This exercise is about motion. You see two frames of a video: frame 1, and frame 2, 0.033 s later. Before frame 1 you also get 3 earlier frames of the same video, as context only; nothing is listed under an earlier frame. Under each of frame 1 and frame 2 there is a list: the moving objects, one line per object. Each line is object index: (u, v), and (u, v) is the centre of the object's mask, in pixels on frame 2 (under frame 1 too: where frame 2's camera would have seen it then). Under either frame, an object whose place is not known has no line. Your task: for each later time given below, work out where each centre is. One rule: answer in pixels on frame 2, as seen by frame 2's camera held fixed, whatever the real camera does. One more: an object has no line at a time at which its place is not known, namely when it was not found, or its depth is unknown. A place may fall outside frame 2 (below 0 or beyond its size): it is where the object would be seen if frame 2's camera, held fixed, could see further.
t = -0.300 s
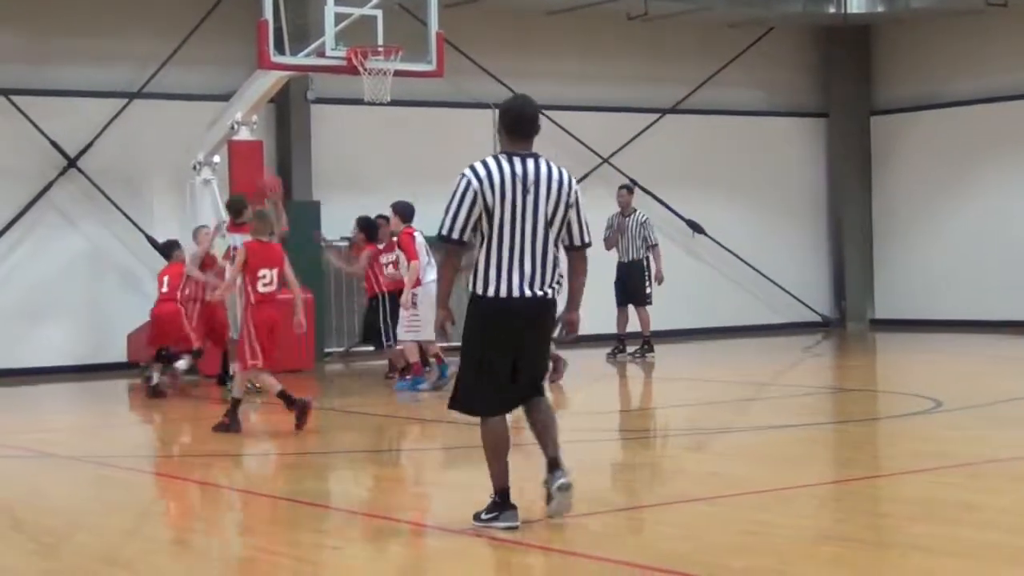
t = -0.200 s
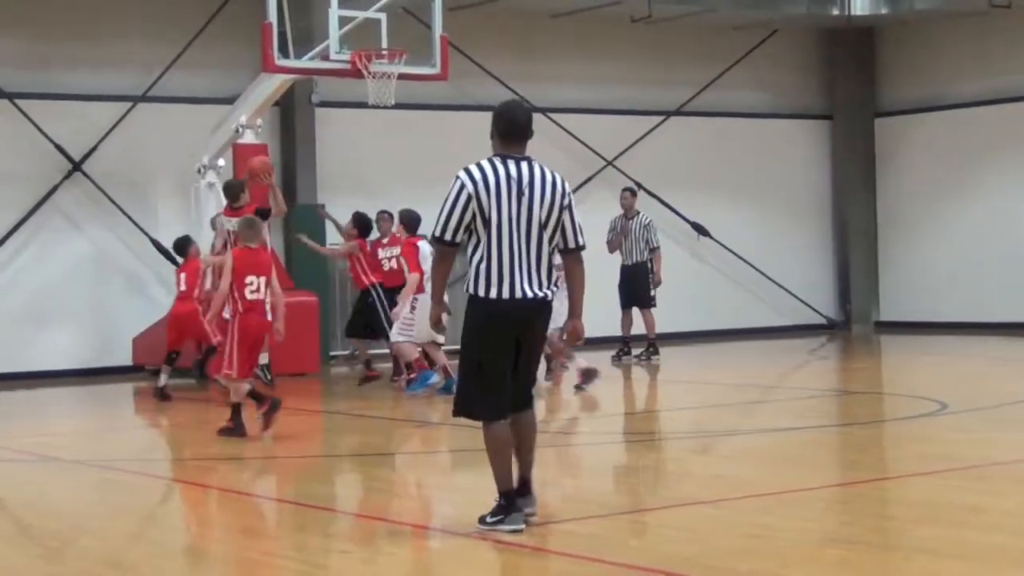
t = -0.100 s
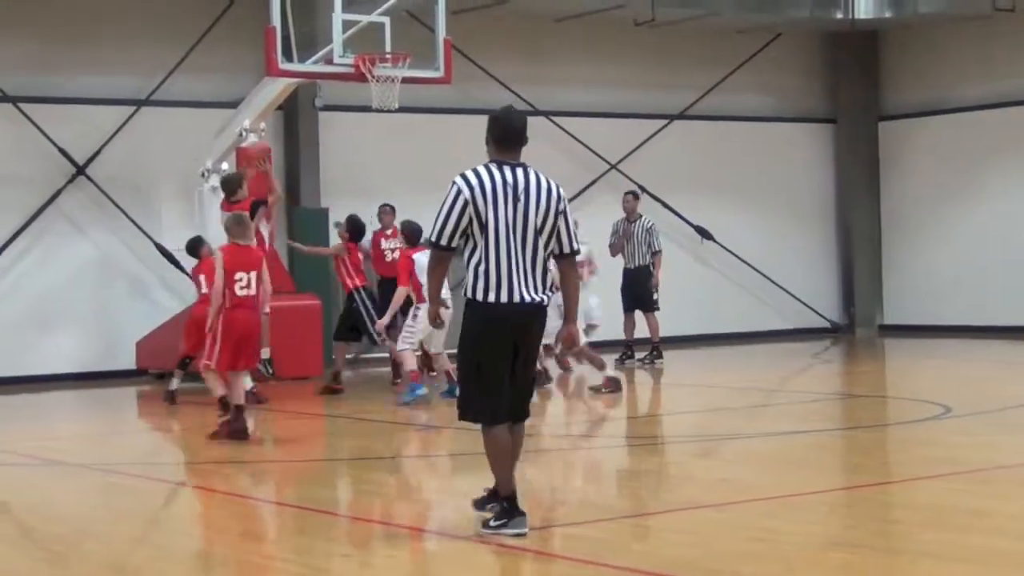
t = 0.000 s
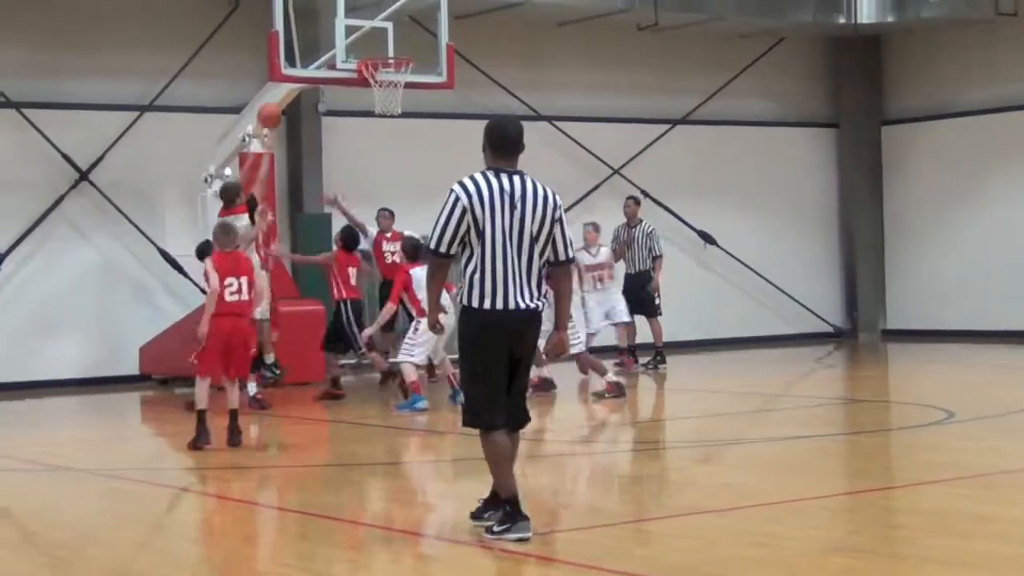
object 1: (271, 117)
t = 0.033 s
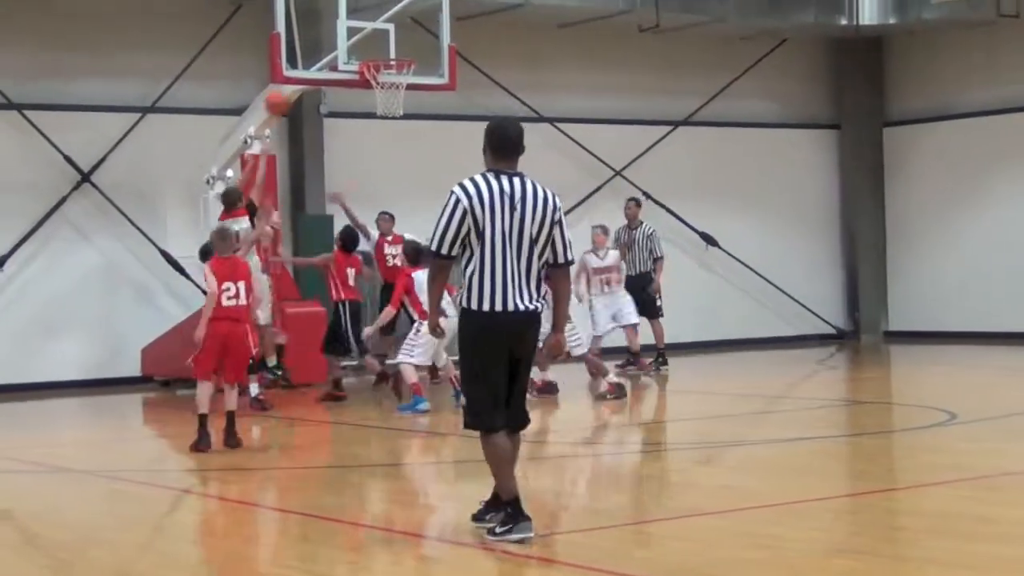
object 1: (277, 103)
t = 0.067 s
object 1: (283, 87)
